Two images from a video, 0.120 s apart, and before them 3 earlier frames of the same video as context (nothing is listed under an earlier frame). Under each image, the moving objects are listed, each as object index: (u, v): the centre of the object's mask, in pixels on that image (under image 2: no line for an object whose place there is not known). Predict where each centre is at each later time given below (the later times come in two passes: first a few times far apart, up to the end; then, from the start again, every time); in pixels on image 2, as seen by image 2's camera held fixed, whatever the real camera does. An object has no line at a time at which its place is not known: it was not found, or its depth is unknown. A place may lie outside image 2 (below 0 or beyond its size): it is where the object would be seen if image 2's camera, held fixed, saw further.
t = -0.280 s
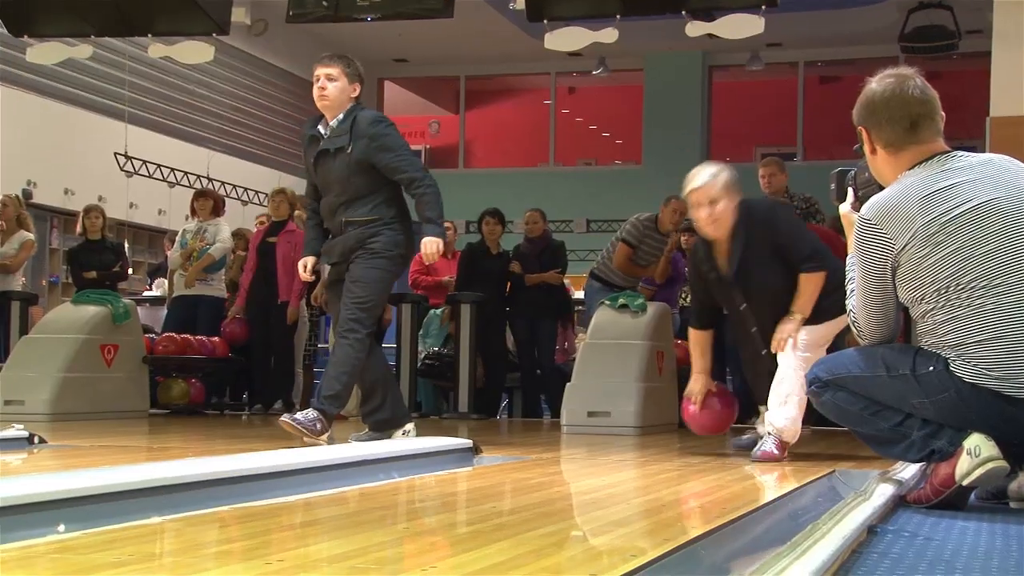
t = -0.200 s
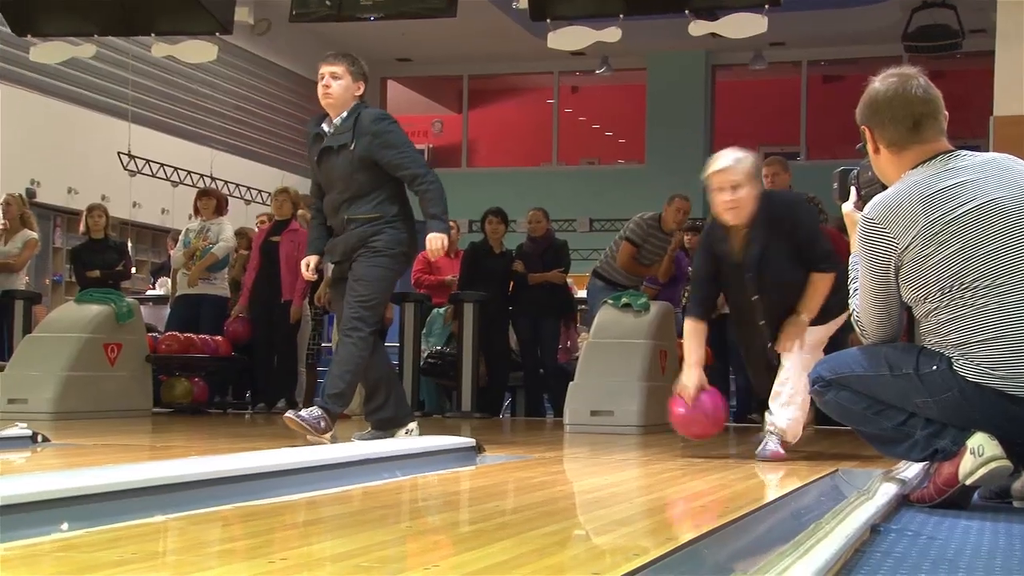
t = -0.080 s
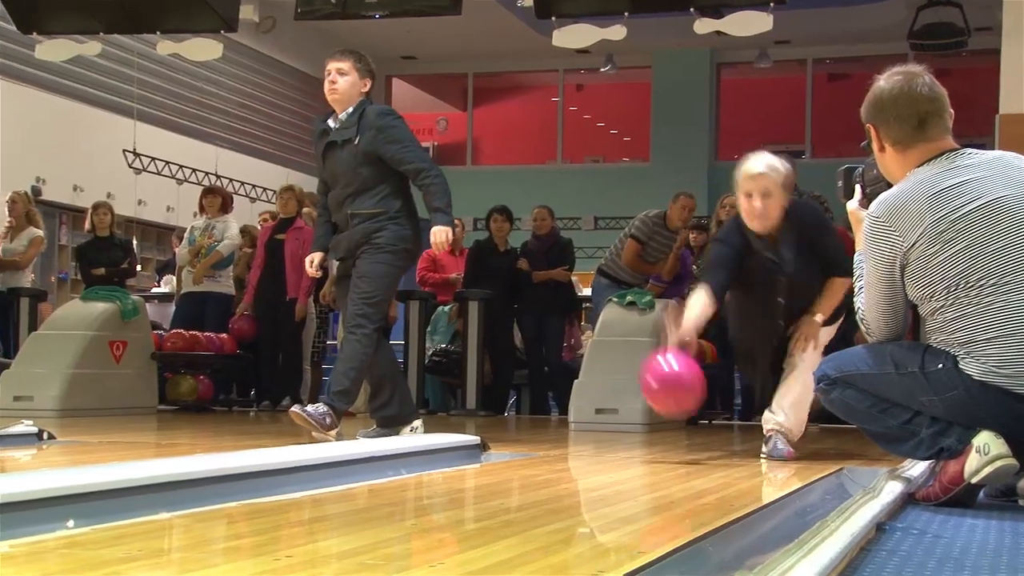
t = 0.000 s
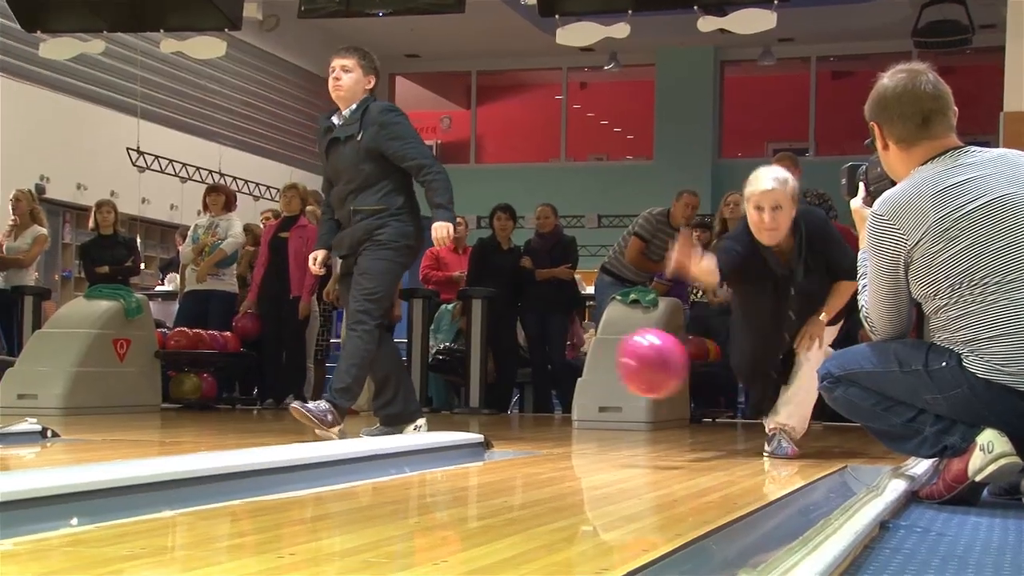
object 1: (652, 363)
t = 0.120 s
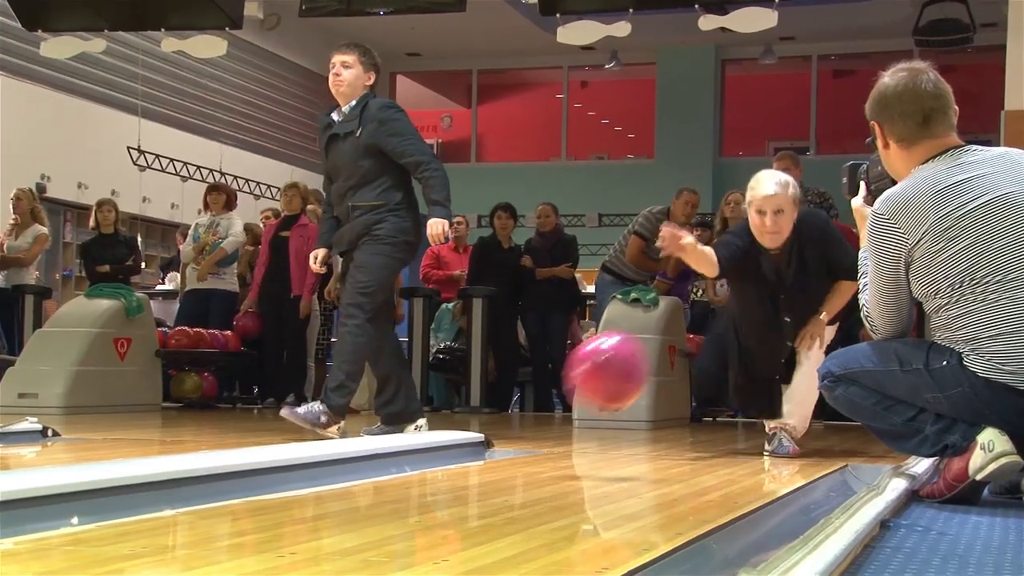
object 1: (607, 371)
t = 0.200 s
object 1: (569, 409)
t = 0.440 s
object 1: (399, 466)
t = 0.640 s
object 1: (78, 499)
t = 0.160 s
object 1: (587, 388)
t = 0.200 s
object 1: (569, 409)
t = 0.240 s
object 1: (546, 440)
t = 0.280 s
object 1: (522, 440)
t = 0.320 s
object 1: (498, 440)
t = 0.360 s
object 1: (472, 448)
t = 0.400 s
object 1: (434, 459)
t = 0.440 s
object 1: (399, 466)
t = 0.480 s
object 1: (351, 475)
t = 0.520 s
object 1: (296, 483)
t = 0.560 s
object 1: (237, 489)
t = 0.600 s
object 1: (165, 494)
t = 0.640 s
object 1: (78, 499)
